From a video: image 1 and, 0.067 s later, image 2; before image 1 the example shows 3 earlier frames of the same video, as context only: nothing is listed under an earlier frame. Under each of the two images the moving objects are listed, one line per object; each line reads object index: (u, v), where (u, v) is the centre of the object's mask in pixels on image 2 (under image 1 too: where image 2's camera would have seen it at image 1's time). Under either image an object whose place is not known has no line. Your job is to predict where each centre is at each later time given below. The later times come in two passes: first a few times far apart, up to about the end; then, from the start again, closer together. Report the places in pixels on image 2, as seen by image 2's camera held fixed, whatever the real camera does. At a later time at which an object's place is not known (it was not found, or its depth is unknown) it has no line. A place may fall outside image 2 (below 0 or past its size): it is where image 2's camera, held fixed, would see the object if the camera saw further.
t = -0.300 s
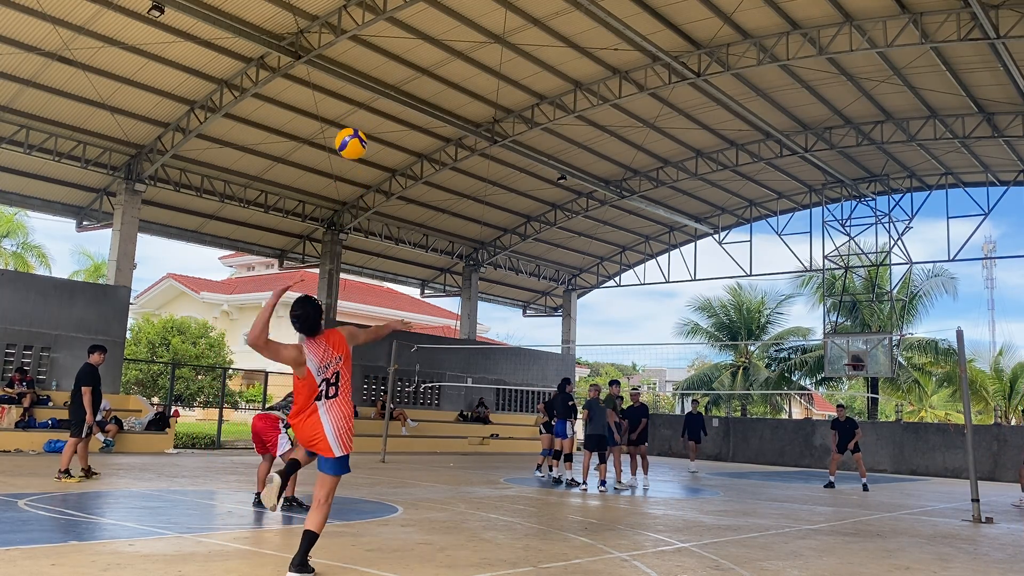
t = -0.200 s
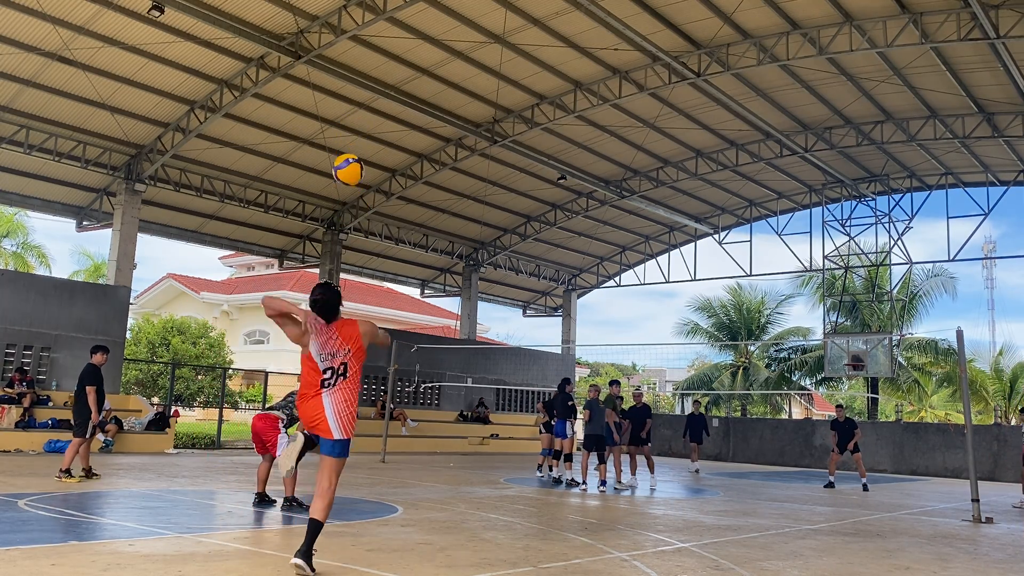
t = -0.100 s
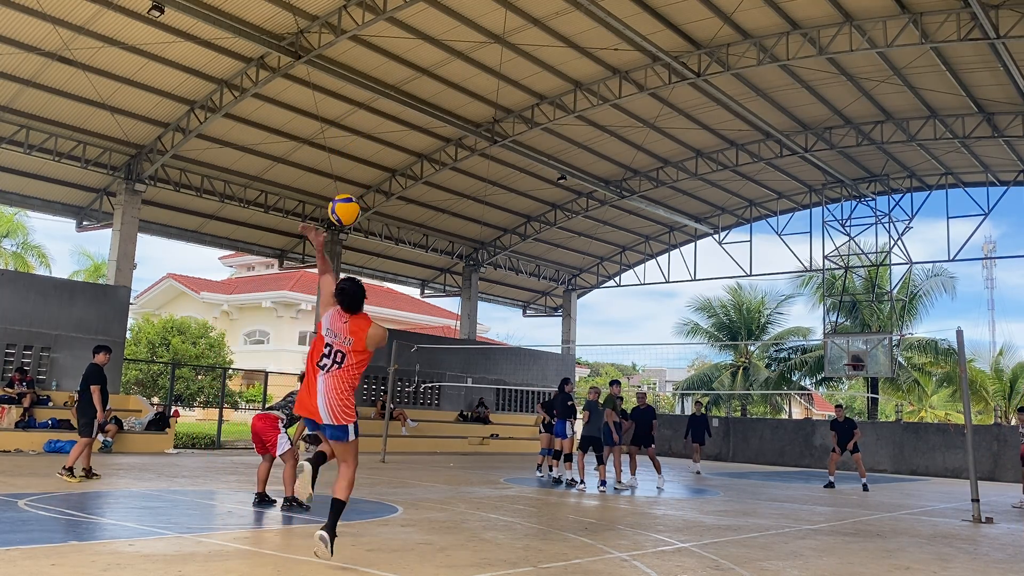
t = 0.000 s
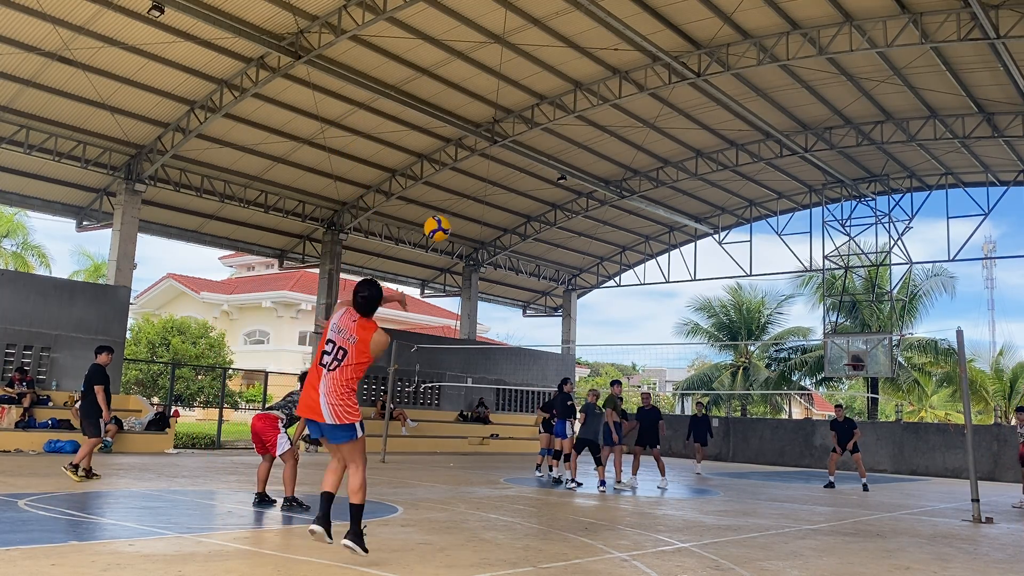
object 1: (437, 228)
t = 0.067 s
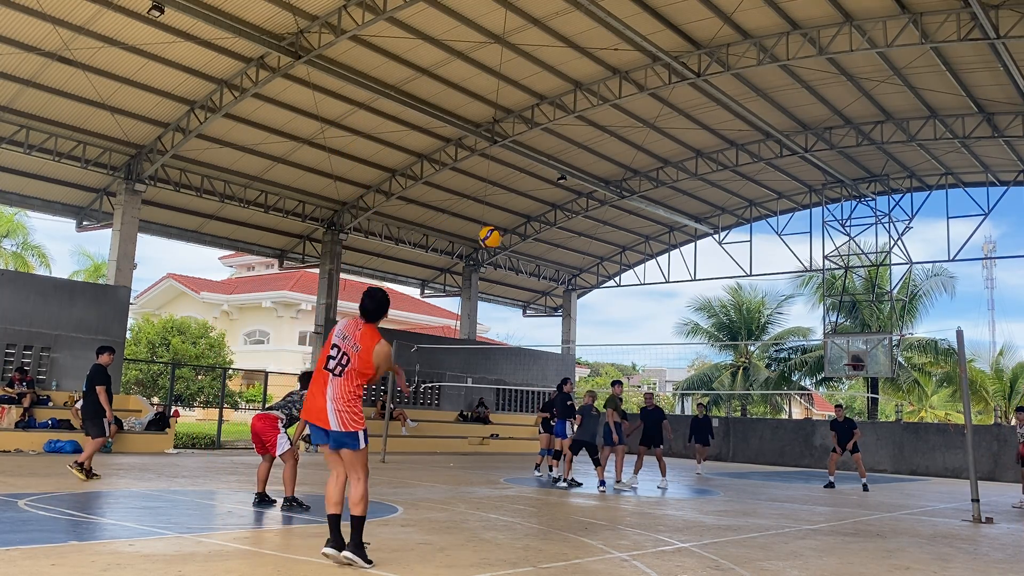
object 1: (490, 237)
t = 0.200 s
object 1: (557, 262)
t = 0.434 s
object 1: (619, 320)
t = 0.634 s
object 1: (646, 365)
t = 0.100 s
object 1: (510, 243)
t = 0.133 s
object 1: (528, 250)
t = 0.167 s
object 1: (543, 256)
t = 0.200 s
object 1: (557, 262)
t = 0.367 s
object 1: (605, 303)
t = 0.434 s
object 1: (619, 320)
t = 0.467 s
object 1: (625, 328)
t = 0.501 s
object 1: (630, 337)
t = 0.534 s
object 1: (635, 344)
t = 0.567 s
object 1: (639, 351)
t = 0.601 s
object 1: (643, 358)
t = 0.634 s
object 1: (646, 365)
